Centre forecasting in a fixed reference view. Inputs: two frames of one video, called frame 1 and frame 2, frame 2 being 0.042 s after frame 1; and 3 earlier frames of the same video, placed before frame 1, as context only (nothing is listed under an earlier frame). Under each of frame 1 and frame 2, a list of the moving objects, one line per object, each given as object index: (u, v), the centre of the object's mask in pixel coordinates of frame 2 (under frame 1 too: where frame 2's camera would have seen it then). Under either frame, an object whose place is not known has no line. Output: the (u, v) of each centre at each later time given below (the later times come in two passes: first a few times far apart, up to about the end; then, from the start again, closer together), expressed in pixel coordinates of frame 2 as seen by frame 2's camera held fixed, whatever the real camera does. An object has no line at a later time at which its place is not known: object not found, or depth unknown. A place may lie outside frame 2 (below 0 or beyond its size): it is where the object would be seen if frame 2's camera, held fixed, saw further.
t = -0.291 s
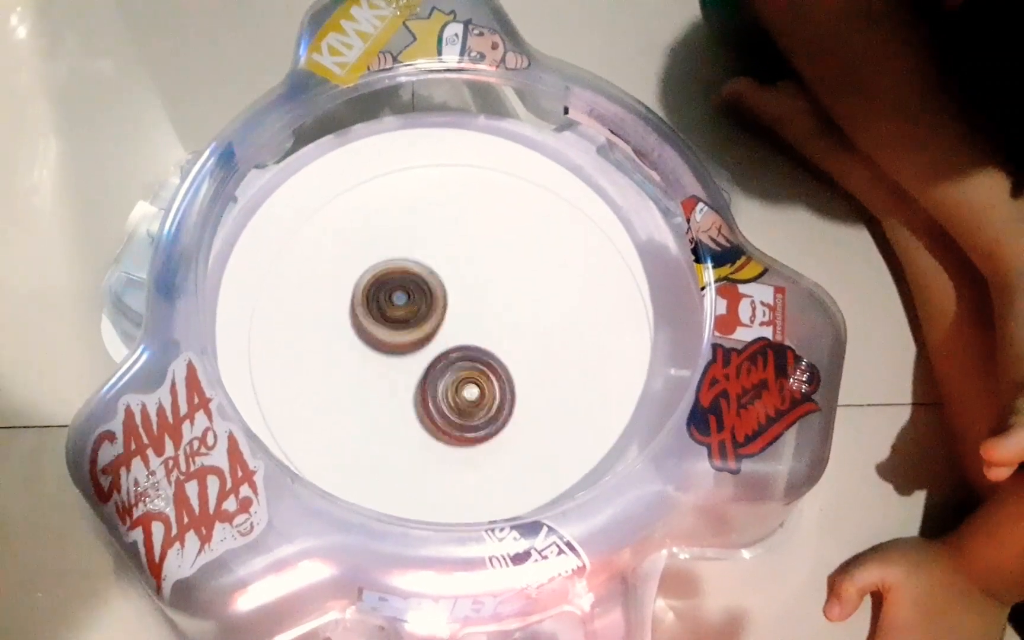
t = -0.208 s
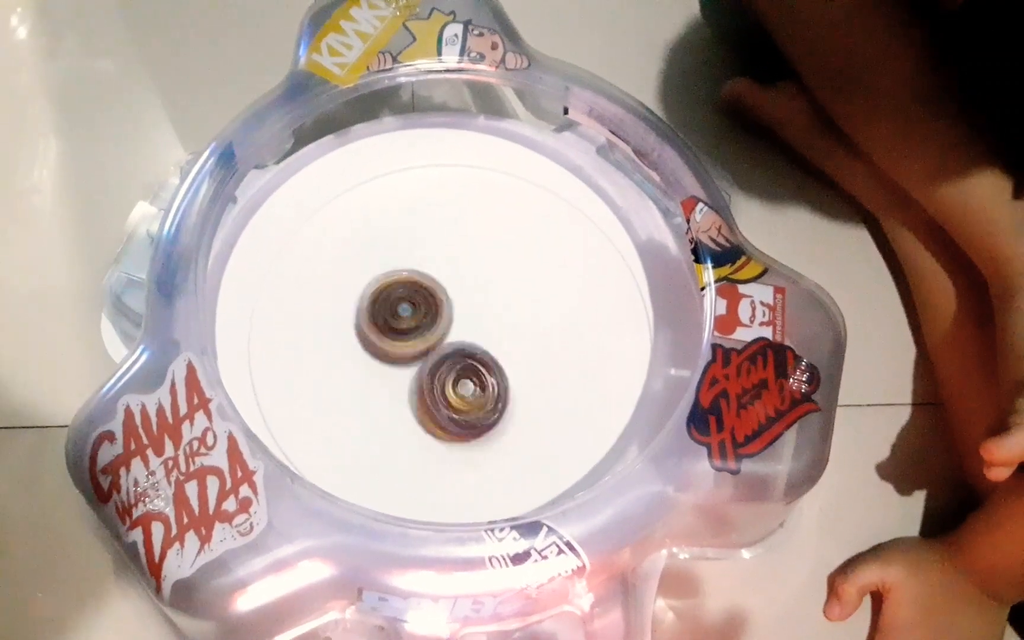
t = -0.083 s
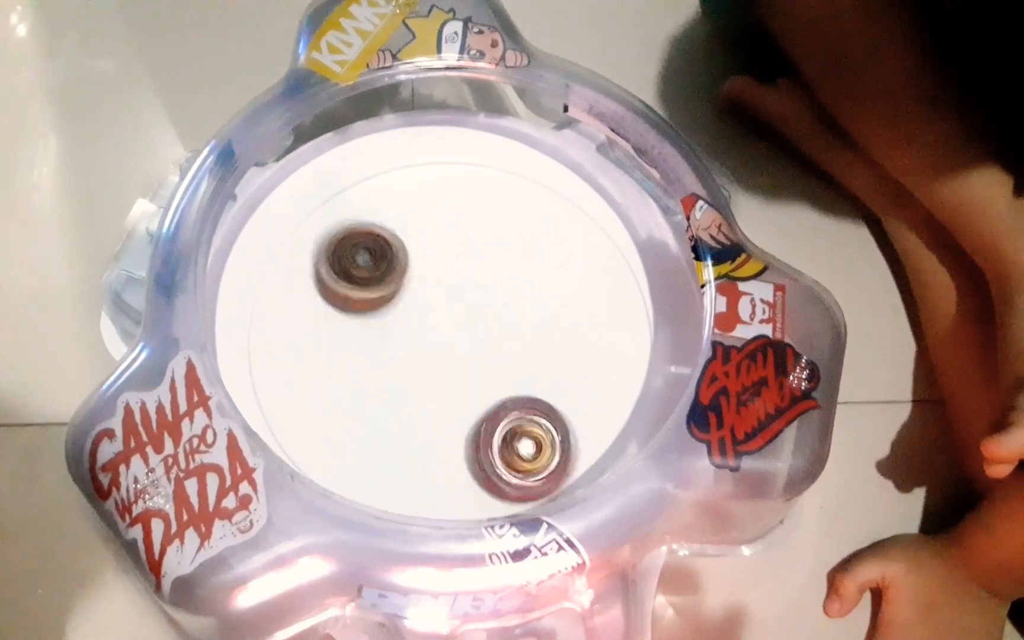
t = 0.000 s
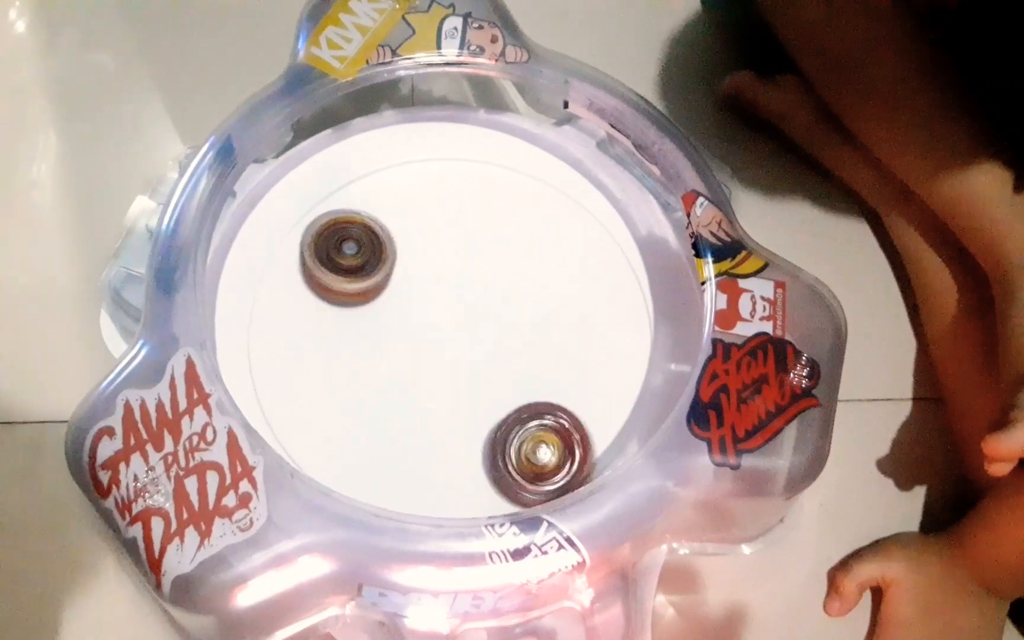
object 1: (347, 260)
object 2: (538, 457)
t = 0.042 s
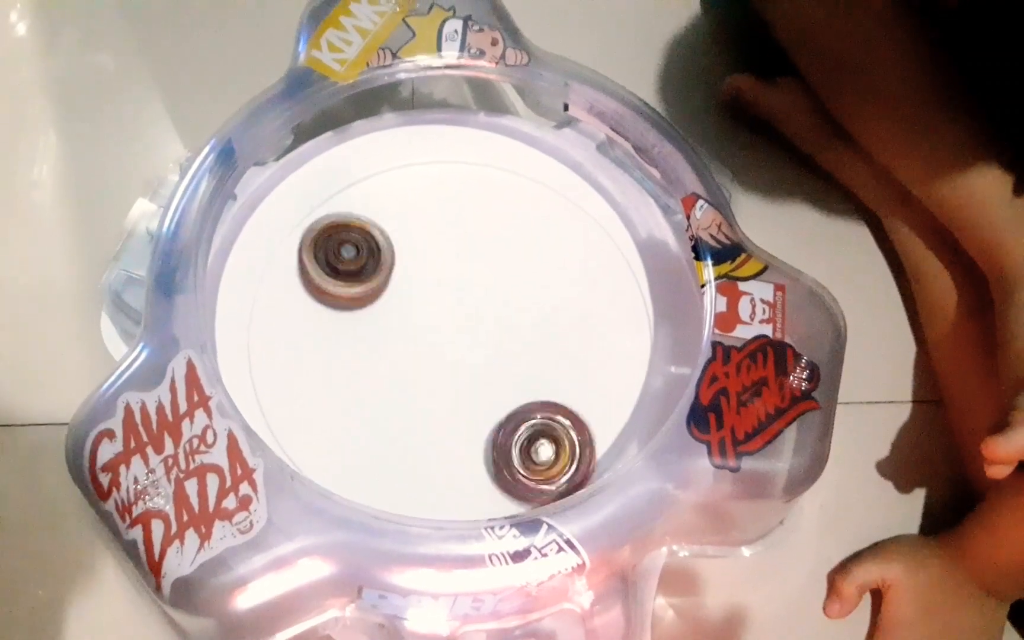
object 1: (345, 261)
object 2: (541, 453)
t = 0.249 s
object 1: (382, 287)
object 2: (492, 363)
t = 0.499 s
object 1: (385, 260)
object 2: (505, 346)
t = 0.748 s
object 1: (425, 273)
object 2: (490, 355)
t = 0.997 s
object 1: (443, 292)
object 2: (491, 380)
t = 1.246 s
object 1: (434, 290)
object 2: (482, 388)
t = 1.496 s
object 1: (422, 268)
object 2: (472, 390)
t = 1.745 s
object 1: (430, 281)
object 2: (457, 374)
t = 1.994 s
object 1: (441, 290)
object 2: (464, 380)
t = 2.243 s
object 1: (438, 283)
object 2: (467, 383)
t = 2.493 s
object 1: (435, 280)
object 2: (460, 377)
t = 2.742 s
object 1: (435, 286)
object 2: (454, 378)
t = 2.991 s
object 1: (434, 282)
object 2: (459, 373)
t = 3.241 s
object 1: (427, 281)
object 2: (467, 368)
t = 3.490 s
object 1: (425, 282)
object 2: (467, 372)
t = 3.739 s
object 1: (427, 284)
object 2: (467, 380)
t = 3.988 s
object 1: (430, 288)
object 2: (469, 378)
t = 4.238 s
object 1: (434, 288)
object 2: (465, 378)
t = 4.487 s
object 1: (435, 288)
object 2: (454, 382)
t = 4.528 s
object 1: (435, 289)
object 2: (452, 382)
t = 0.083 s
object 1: (347, 263)
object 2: (536, 440)
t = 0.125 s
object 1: (351, 267)
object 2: (528, 427)
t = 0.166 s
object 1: (359, 272)
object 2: (517, 408)
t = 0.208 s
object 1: (370, 280)
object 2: (506, 386)
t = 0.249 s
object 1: (382, 287)
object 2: (492, 363)
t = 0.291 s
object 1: (397, 294)
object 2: (480, 344)
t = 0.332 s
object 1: (389, 283)
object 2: (490, 343)
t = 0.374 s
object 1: (384, 272)
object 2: (498, 345)
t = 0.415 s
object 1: (381, 264)
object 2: (503, 346)
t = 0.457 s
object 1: (382, 260)
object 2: (506, 346)
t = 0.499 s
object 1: (385, 260)
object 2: (505, 346)
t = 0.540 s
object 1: (389, 261)
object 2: (502, 346)
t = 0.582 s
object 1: (395, 262)
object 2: (499, 346)
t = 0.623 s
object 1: (402, 267)
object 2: (494, 346)
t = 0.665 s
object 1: (412, 272)
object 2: (490, 346)
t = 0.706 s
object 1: (422, 276)
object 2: (486, 347)
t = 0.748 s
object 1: (425, 273)
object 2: (490, 355)
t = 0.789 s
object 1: (428, 273)
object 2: (494, 364)
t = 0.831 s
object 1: (431, 276)
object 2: (494, 369)
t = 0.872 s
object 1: (435, 282)
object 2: (492, 371)
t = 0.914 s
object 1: (440, 289)
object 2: (490, 371)
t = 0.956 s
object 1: (443, 290)
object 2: (491, 377)
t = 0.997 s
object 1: (443, 292)
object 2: (491, 380)
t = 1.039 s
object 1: (444, 295)
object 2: (489, 382)
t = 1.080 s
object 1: (444, 297)
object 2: (487, 382)
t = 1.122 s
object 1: (440, 292)
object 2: (488, 389)
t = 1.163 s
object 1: (436, 290)
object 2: (486, 391)
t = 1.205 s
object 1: (435, 289)
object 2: (485, 391)
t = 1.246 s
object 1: (434, 290)
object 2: (482, 388)
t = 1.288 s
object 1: (433, 291)
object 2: (477, 383)
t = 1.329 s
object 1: (433, 294)
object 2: (473, 380)
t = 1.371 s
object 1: (430, 285)
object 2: (474, 385)
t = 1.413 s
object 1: (426, 277)
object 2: (474, 390)
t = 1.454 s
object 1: (424, 271)
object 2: (474, 392)
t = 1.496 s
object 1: (422, 268)
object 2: (472, 390)
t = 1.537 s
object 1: (422, 268)
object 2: (469, 387)
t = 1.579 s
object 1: (423, 270)
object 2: (465, 382)
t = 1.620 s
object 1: (424, 273)
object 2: (462, 377)
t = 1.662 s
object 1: (426, 278)
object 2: (458, 371)
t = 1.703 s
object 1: (428, 280)
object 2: (456, 369)
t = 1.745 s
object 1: (430, 281)
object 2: (457, 374)
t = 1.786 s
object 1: (433, 281)
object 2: (457, 376)
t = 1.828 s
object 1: (436, 285)
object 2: (458, 376)
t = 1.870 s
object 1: (438, 286)
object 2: (460, 379)
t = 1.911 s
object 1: (439, 288)
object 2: (462, 379)
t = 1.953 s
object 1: (440, 289)
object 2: (464, 381)
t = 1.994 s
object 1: (441, 290)
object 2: (464, 380)
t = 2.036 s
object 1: (441, 290)
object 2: (465, 381)
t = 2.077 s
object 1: (442, 290)
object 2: (465, 382)
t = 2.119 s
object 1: (442, 290)
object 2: (466, 381)
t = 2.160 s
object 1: (440, 286)
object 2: (467, 385)
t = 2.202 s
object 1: (439, 283)
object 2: (467, 385)
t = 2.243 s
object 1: (438, 283)
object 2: (467, 383)
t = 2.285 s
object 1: (438, 284)
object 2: (465, 380)
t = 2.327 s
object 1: (437, 285)
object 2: (463, 375)
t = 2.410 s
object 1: (437, 284)
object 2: (462, 375)
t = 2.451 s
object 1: (436, 280)
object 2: (462, 377)
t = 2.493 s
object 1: (435, 280)
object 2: (460, 377)
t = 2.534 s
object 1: (434, 282)
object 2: (458, 375)
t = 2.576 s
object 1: (434, 284)
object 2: (456, 375)
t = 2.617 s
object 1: (434, 282)
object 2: (455, 378)
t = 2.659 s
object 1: (435, 283)
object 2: (455, 379)
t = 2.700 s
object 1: (435, 285)
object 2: (454, 377)
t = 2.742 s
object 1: (435, 286)
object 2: (454, 378)
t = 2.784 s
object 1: (434, 284)
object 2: (456, 380)
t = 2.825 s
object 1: (433, 285)
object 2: (457, 378)
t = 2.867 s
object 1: (435, 286)
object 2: (457, 377)
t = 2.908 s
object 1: (434, 284)
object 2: (458, 377)
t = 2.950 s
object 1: (434, 283)
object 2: (460, 377)
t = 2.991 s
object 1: (434, 282)
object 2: (459, 373)
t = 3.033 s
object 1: (433, 282)
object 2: (461, 372)
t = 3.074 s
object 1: (430, 277)
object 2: (464, 373)
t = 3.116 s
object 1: (429, 277)
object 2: (466, 372)
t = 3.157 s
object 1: (430, 279)
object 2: (466, 369)
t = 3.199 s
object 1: (429, 281)
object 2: (466, 368)
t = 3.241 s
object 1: (427, 281)
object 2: (467, 368)
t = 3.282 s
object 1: (427, 283)
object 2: (468, 367)
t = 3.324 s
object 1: (426, 280)
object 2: (469, 370)
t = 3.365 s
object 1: (424, 277)
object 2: (470, 373)
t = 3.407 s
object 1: (424, 277)
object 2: (469, 374)
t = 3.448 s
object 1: (424, 279)
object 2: (469, 374)
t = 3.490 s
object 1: (425, 282)
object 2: (467, 372)
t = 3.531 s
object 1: (426, 285)
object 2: (465, 370)
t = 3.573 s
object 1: (425, 285)
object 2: (466, 372)
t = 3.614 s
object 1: (427, 285)
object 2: (467, 373)
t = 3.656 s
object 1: (428, 286)
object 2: (465, 373)
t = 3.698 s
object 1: (428, 286)
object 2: (467, 377)
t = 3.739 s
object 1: (427, 284)
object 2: (467, 380)
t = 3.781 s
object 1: (428, 286)
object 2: (468, 379)
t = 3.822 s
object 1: (429, 288)
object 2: (466, 376)
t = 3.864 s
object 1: (428, 287)
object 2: (468, 379)
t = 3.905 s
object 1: (428, 284)
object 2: (469, 381)
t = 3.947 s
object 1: (429, 285)
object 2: (471, 381)
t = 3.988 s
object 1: (430, 288)
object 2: (469, 378)
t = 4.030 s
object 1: (431, 291)
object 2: (469, 376)
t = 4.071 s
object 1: (432, 287)
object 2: (469, 380)
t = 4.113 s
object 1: (431, 283)
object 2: (470, 384)
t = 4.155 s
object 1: (432, 282)
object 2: (468, 383)
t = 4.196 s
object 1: (433, 284)
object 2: (467, 382)
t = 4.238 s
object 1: (434, 288)
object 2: (465, 378)
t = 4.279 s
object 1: (434, 290)
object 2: (462, 377)
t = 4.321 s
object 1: (433, 286)
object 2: (462, 382)
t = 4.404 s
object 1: (432, 282)
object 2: (462, 386)
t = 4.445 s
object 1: (434, 284)
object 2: (456, 384)
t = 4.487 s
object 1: (435, 288)
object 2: (454, 382)
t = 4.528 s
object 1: (435, 289)
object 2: (452, 382)
